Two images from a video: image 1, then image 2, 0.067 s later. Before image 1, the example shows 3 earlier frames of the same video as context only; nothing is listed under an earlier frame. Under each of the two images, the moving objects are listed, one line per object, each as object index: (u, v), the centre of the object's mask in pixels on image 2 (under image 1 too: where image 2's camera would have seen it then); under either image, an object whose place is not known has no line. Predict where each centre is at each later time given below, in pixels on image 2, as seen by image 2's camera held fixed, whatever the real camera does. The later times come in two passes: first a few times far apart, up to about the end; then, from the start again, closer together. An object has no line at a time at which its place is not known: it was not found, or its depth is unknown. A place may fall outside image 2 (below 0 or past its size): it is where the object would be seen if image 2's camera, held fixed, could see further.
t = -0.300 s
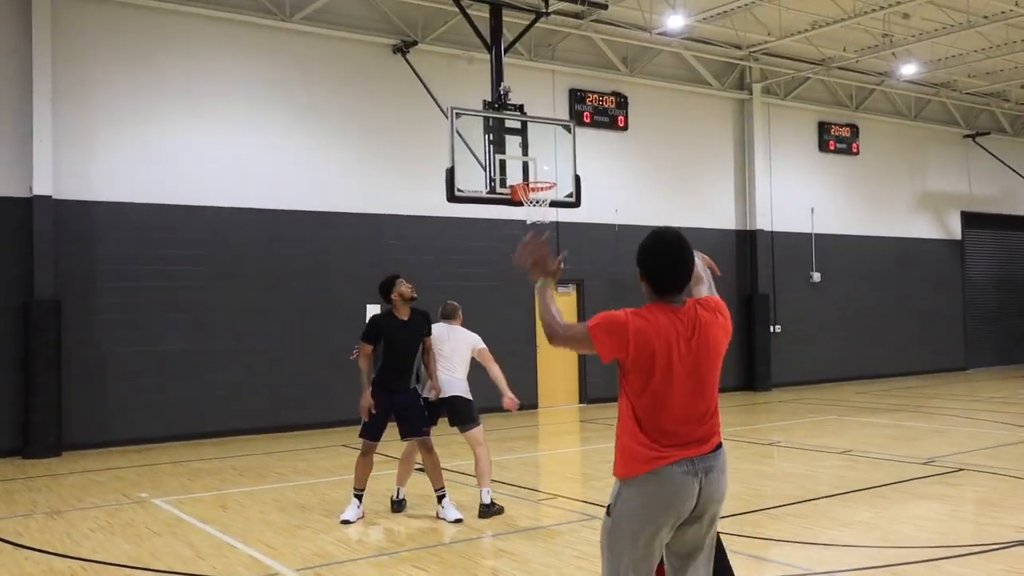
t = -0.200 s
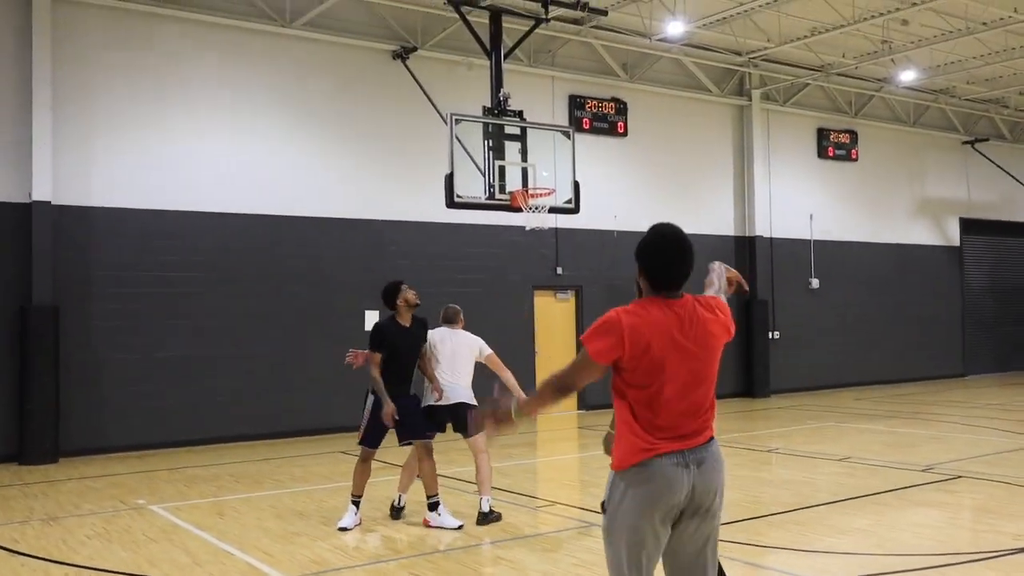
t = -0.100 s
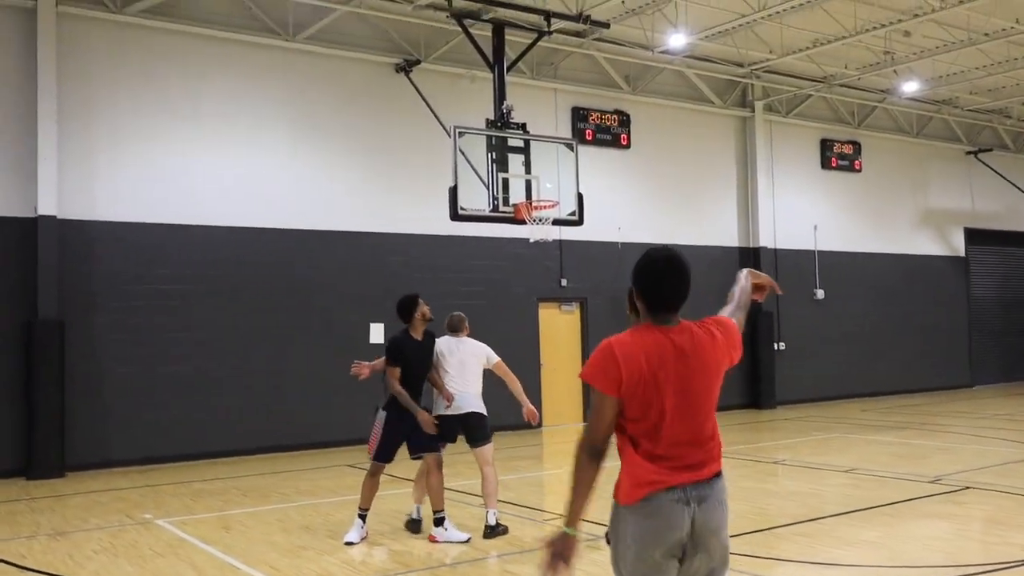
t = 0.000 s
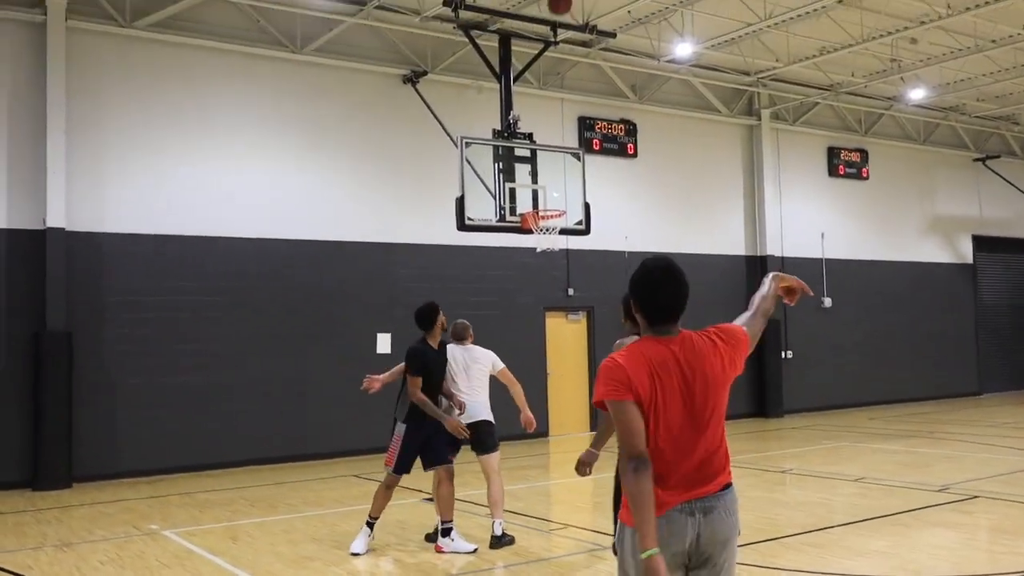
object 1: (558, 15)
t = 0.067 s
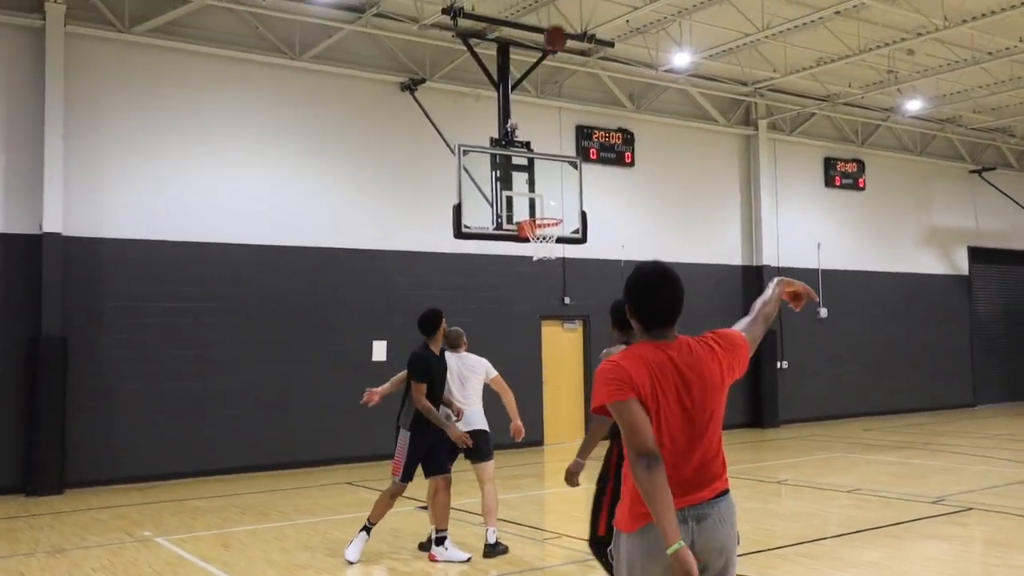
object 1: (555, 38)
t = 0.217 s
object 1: (549, 103)
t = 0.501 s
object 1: (541, 241)
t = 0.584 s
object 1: (540, 250)
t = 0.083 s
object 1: (555, 44)
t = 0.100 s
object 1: (554, 51)
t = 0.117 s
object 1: (553, 59)
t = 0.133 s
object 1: (553, 66)
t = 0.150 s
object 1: (552, 73)
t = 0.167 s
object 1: (552, 80)
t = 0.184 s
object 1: (551, 88)
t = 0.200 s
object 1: (550, 95)
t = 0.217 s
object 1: (549, 103)
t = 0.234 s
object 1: (549, 111)
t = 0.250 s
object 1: (548, 118)
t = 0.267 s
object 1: (548, 127)
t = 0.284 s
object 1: (547, 134)
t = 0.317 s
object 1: (546, 151)
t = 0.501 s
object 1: (541, 241)
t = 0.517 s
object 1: (541, 242)
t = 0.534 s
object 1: (540, 244)
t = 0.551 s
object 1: (540, 245)
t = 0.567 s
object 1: (540, 247)
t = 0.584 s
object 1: (540, 250)
